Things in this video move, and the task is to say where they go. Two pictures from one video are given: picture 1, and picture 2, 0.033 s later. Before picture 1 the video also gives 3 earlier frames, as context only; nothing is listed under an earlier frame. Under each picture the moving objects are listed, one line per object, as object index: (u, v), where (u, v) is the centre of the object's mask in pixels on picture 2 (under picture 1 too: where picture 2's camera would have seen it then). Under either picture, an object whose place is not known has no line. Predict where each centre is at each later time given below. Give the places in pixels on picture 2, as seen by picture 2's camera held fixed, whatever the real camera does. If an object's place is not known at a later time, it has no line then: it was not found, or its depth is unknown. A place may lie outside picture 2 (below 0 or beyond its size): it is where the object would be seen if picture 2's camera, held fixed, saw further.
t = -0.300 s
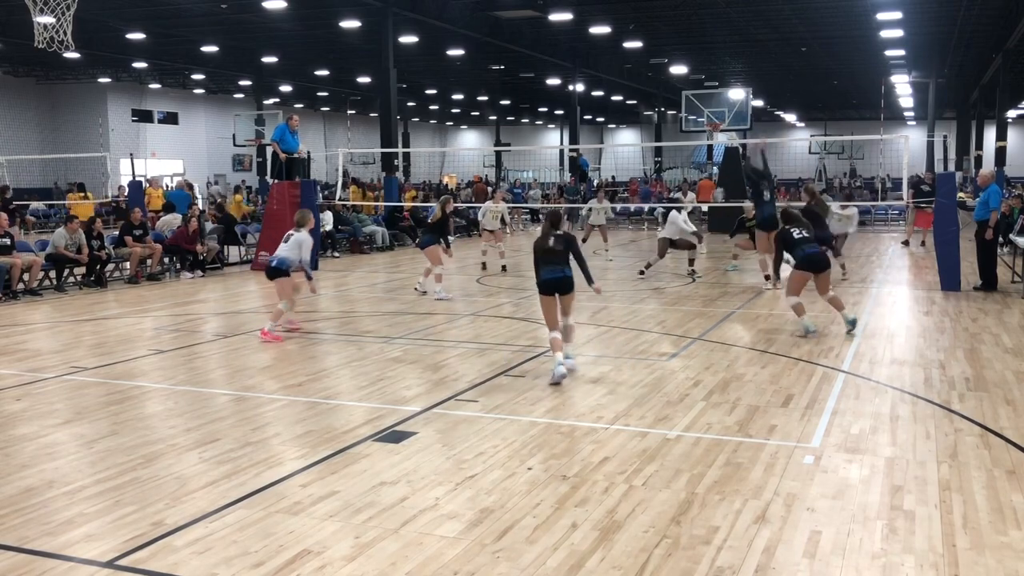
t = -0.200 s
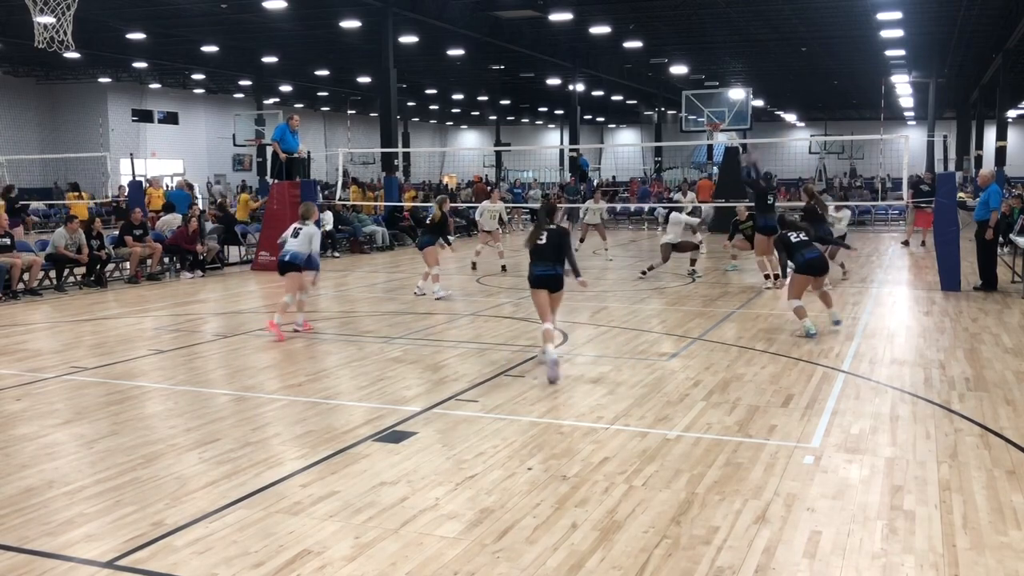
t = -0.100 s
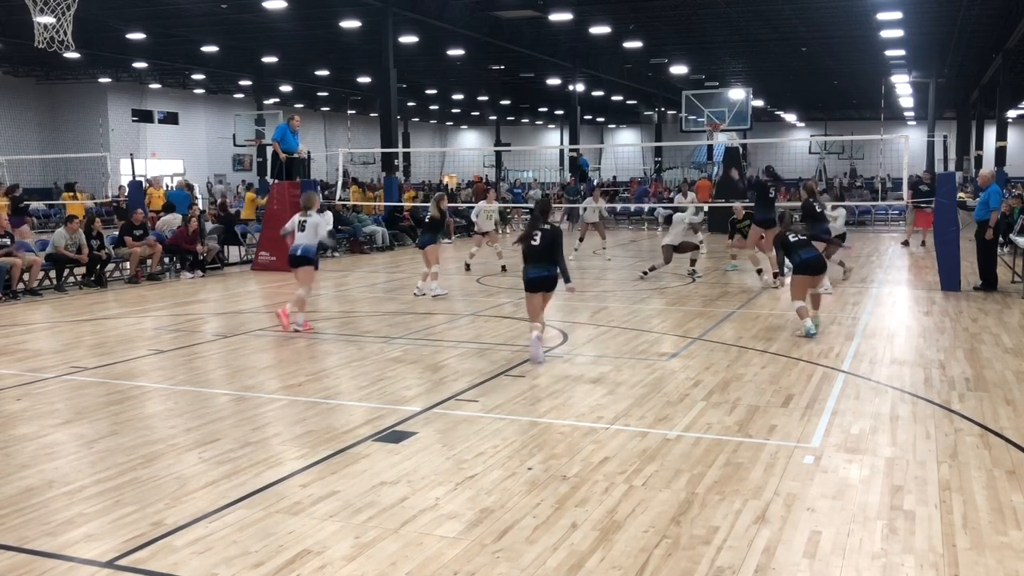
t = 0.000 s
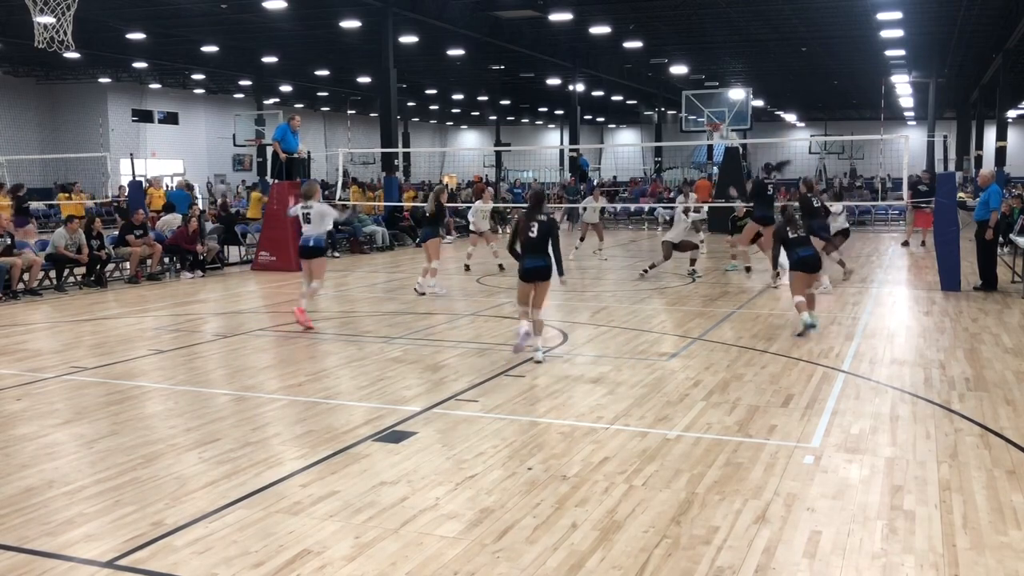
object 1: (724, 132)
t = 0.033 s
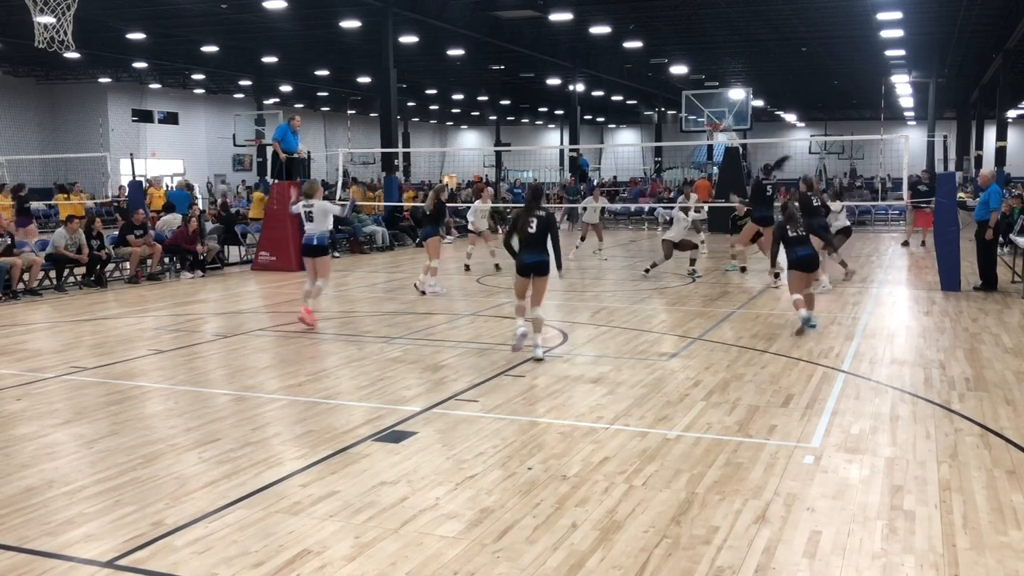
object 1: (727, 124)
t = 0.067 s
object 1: (731, 112)
